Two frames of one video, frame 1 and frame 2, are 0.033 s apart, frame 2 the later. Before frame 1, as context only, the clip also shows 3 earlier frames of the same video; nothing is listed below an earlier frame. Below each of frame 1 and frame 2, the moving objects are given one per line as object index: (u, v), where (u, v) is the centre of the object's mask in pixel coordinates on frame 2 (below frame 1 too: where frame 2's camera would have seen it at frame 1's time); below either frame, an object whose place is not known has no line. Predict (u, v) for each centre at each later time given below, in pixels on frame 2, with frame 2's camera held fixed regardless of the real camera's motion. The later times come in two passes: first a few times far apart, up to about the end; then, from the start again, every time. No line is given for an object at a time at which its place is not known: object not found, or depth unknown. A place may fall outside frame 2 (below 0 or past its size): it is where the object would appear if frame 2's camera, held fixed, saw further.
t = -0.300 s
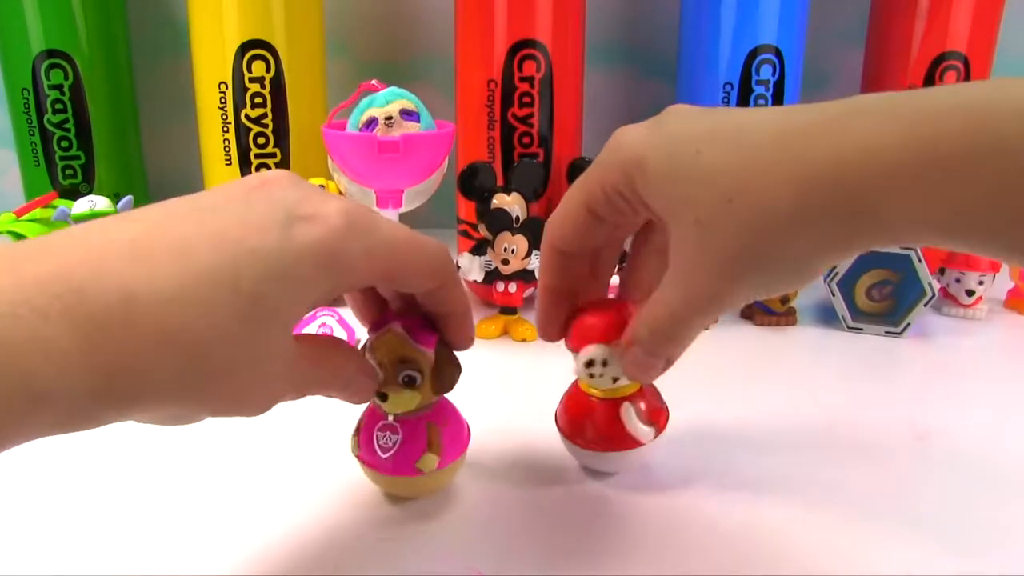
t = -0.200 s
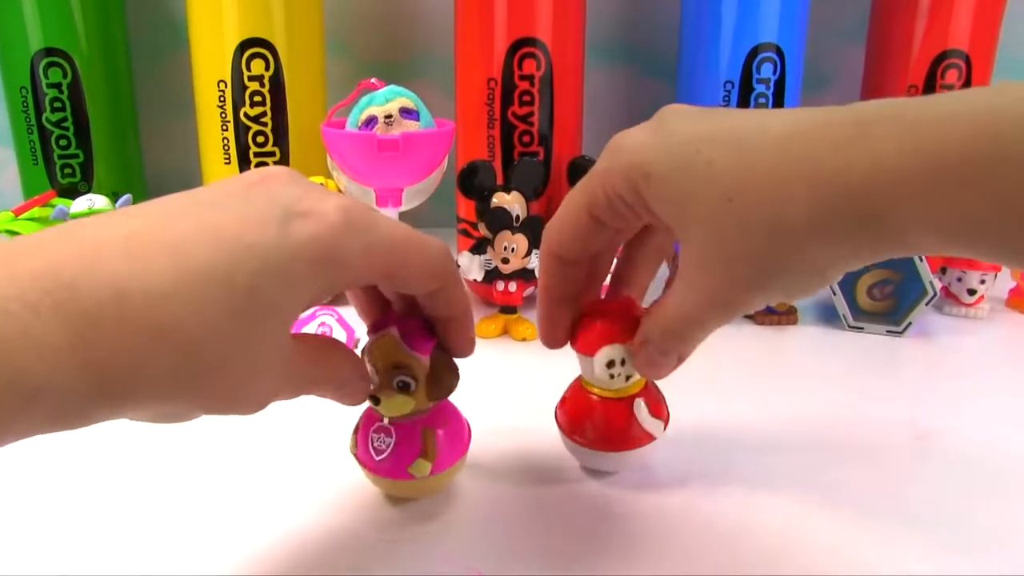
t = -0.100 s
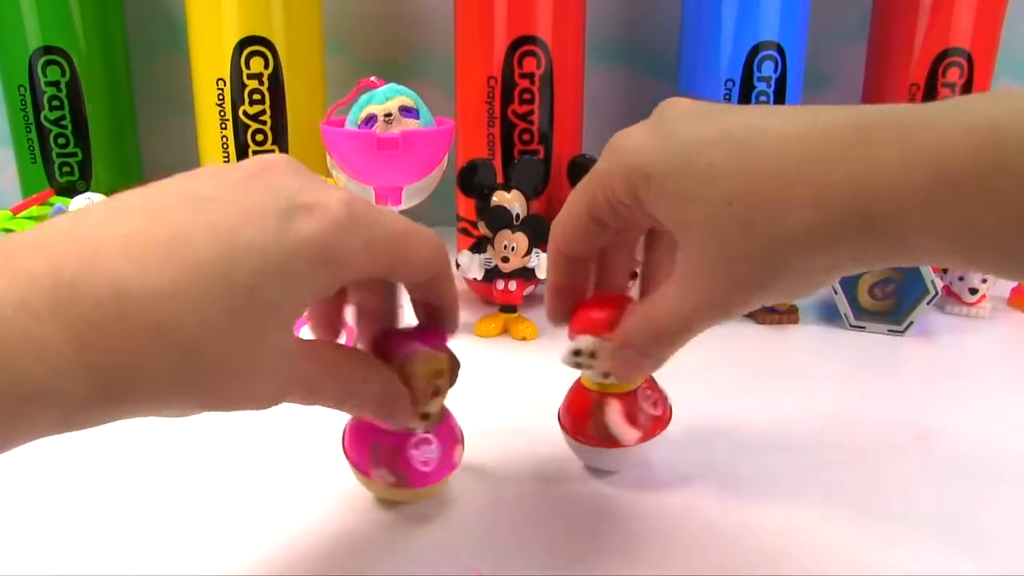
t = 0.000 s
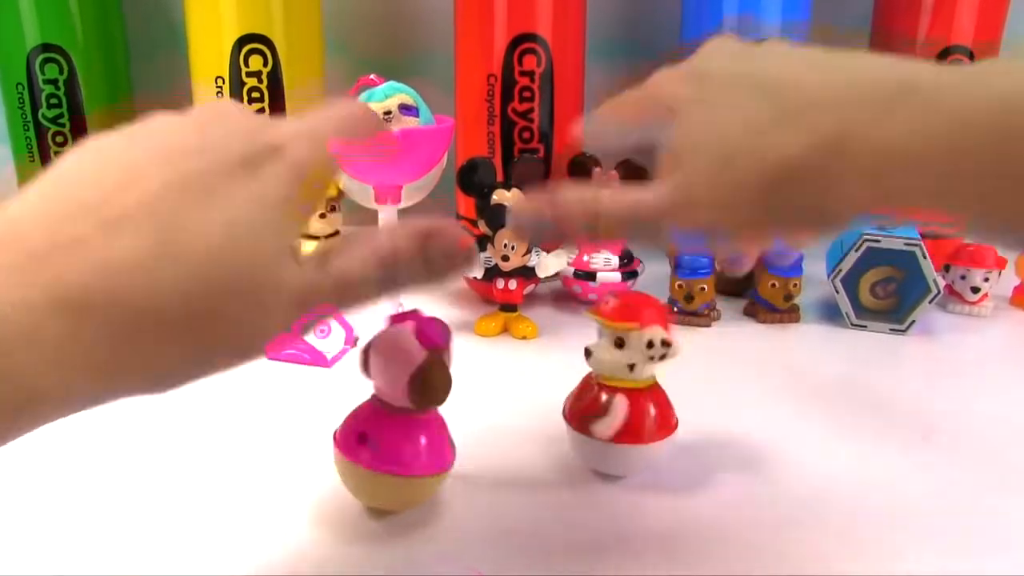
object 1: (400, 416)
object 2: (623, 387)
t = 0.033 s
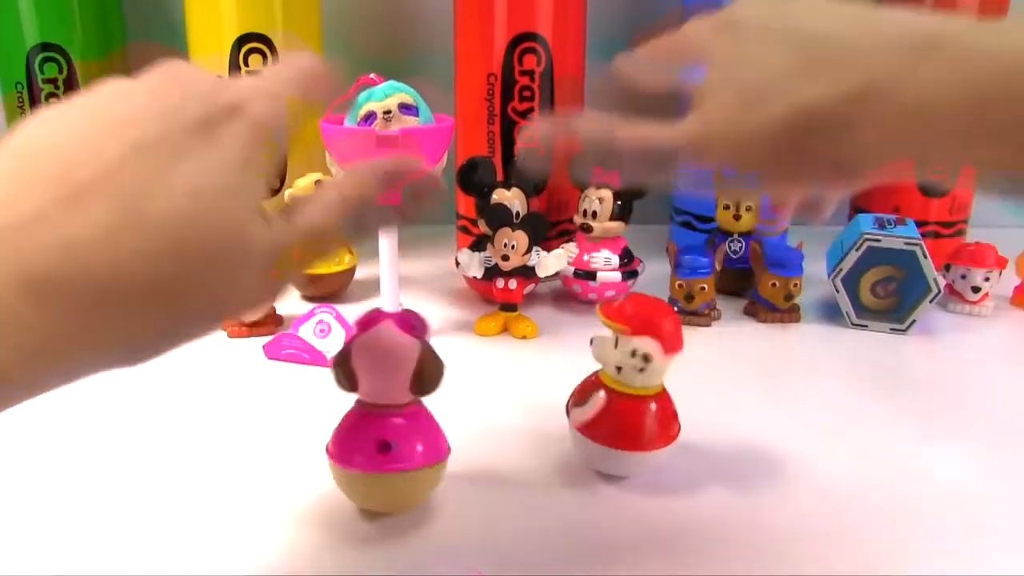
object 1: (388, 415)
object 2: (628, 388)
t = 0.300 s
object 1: (354, 418)
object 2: (656, 393)
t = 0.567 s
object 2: (659, 384)
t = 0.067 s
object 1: (375, 418)
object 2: (630, 391)
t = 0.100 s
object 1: (370, 425)
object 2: (630, 389)
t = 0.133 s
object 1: (367, 428)
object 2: (631, 391)
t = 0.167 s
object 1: (373, 428)
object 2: (634, 388)
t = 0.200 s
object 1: (375, 423)
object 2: (640, 389)
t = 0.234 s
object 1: (373, 419)
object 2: (646, 390)
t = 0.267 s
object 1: (365, 419)
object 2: (654, 391)
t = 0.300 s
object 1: (354, 418)
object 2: (656, 393)
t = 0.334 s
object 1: (341, 414)
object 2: (650, 391)
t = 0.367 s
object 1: (336, 414)
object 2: (648, 389)
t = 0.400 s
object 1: (343, 426)
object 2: (650, 386)
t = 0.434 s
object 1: (349, 425)
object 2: (654, 385)
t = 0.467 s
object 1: (353, 421)
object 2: (662, 384)
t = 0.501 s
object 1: (354, 415)
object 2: (666, 385)
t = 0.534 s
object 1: (343, 403)
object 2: (663, 386)
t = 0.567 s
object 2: (659, 384)
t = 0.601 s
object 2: (657, 382)
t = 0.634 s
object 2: (652, 380)
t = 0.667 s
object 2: (655, 378)
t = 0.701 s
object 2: (659, 379)
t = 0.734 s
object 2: (661, 379)
